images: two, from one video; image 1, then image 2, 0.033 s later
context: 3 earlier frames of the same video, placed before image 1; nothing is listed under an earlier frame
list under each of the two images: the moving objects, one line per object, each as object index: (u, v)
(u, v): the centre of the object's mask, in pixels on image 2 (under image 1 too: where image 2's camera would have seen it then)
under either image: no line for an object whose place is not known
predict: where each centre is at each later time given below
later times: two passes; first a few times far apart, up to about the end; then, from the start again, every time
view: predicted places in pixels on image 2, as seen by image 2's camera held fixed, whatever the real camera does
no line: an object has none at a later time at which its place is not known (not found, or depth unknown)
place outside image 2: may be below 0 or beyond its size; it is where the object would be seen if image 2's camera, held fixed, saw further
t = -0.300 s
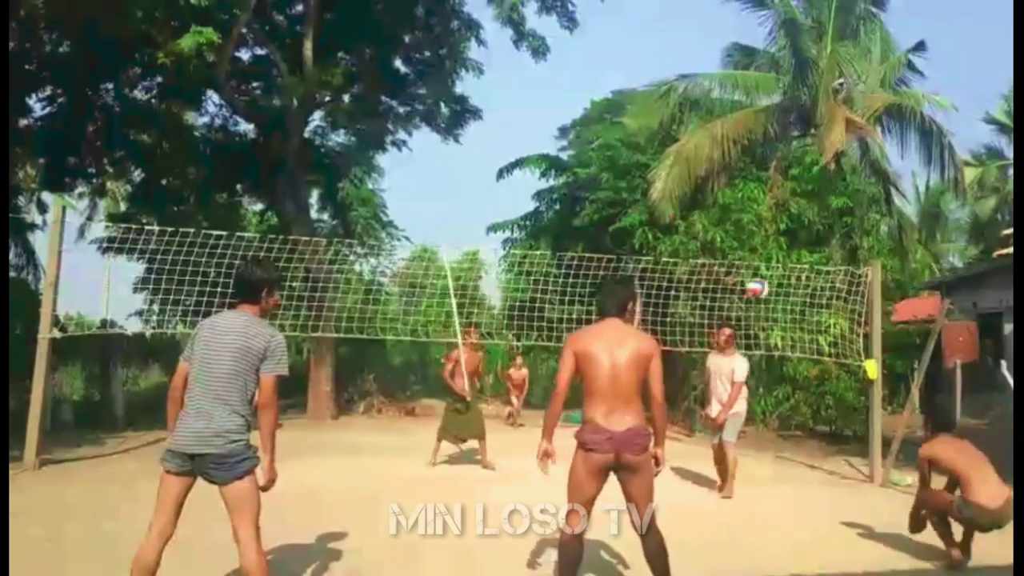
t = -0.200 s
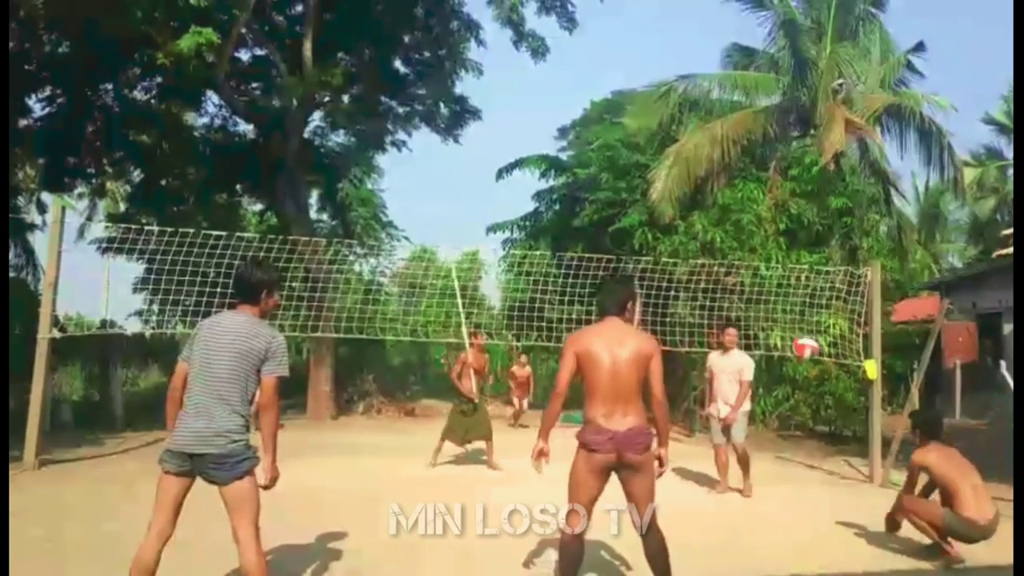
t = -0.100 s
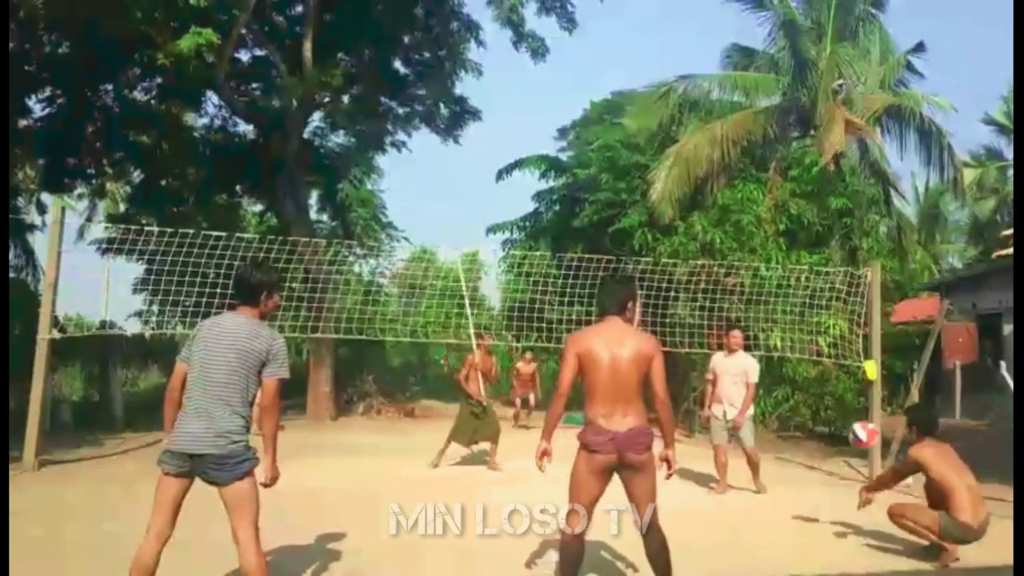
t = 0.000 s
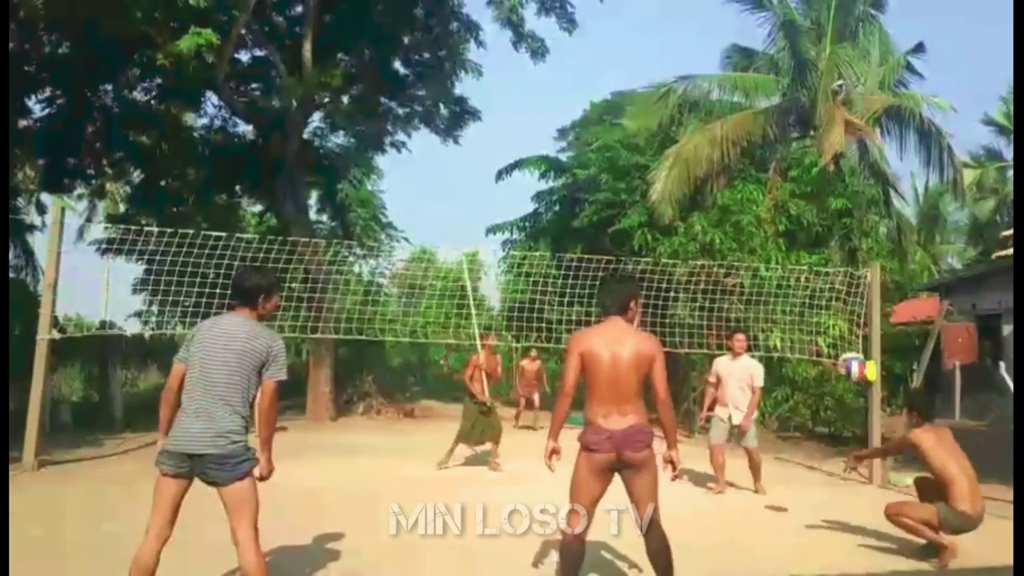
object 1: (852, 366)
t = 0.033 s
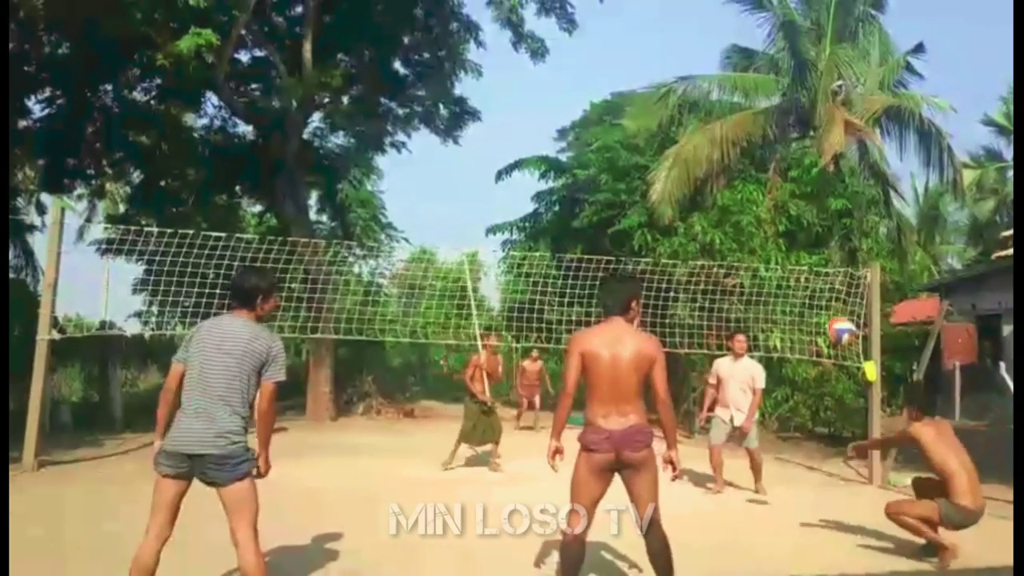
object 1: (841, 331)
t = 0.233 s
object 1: (783, 172)
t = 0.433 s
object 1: (732, 86)
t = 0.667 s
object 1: (681, 51)
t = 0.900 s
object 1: (633, 75)
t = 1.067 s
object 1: (602, 121)
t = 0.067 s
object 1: (831, 298)
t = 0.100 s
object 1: (821, 268)
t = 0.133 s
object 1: (811, 242)
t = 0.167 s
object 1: (802, 218)
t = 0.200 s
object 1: (793, 194)
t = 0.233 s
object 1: (783, 172)
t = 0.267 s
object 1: (774, 152)
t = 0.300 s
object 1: (767, 136)
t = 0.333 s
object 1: (760, 119)
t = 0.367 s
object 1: (748, 107)
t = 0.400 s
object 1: (741, 96)
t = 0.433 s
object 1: (732, 86)
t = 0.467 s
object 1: (726, 75)
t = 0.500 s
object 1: (717, 67)
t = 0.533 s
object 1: (709, 63)
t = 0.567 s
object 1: (702, 58)
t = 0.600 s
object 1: (694, 54)
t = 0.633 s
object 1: (688, 52)
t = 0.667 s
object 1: (681, 51)
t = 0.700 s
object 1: (674, 51)
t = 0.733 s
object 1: (667, 52)
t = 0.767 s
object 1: (660, 56)
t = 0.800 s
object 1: (653, 58)
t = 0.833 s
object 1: (647, 65)
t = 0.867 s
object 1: (640, 69)
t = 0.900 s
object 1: (633, 75)
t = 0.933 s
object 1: (627, 82)
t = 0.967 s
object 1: (620, 91)
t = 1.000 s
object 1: (616, 101)
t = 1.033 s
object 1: (609, 110)
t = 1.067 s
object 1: (602, 121)
